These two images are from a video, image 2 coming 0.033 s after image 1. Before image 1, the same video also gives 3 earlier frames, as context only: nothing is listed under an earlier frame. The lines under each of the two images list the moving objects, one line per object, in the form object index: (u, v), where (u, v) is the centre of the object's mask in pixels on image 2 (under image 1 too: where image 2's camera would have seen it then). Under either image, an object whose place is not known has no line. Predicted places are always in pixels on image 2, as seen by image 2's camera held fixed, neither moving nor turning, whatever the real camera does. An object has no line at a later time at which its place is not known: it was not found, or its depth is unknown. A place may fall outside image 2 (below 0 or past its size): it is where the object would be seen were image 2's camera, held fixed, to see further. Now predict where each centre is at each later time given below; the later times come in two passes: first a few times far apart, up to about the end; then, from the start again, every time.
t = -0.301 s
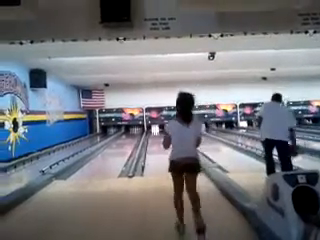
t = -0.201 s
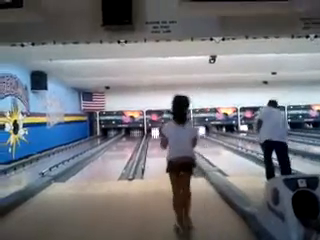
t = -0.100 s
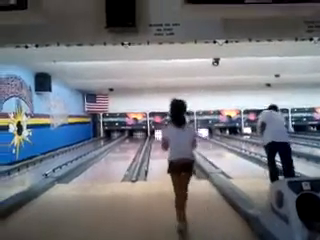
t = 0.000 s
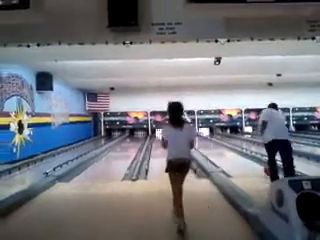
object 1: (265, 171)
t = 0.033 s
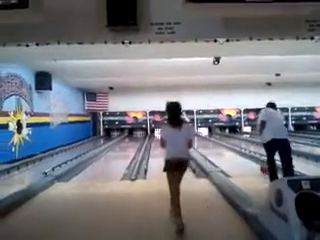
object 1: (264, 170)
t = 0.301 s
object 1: (246, 164)
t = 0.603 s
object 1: (232, 156)
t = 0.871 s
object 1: (221, 152)
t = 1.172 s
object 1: (219, 151)
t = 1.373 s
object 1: (212, 148)
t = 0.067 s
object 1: (262, 169)
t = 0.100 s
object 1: (260, 169)
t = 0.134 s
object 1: (257, 168)
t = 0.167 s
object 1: (255, 166)
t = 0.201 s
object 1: (253, 167)
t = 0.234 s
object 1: (251, 166)
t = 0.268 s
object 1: (248, 165)
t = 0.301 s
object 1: (246, 164)
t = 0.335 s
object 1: (245, 163)
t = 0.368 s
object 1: (243, 162)
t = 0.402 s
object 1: (242, 161)
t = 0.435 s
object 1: (240, 160)
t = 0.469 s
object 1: (238, 159)
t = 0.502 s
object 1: (237, 158)
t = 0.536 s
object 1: (236, 157)
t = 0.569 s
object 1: (234, 157)
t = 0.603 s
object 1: (232, 156)
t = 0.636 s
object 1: (231, 155)
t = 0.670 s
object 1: (230, 155)
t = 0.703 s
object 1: (228, 154)
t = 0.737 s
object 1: (227, 154)
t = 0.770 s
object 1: (226, 153)
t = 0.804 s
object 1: (225, 153)
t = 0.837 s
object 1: (224, 152)
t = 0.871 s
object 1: (221, 152)
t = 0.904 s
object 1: (221, 152)
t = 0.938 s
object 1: (220, 151)
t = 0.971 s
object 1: (219, 151)
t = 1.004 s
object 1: (219, 151)
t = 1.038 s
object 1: (218, 150)
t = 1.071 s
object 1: (218, 150)
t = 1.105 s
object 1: (219, 150)
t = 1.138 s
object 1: (219, 151)
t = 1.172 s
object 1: (219, 151)
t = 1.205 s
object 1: (219, 151)
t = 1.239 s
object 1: (219, 151)
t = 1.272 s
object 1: (216, 150)
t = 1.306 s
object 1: (212, 148)
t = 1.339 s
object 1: (212, 148)
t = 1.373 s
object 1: (212, 148)
